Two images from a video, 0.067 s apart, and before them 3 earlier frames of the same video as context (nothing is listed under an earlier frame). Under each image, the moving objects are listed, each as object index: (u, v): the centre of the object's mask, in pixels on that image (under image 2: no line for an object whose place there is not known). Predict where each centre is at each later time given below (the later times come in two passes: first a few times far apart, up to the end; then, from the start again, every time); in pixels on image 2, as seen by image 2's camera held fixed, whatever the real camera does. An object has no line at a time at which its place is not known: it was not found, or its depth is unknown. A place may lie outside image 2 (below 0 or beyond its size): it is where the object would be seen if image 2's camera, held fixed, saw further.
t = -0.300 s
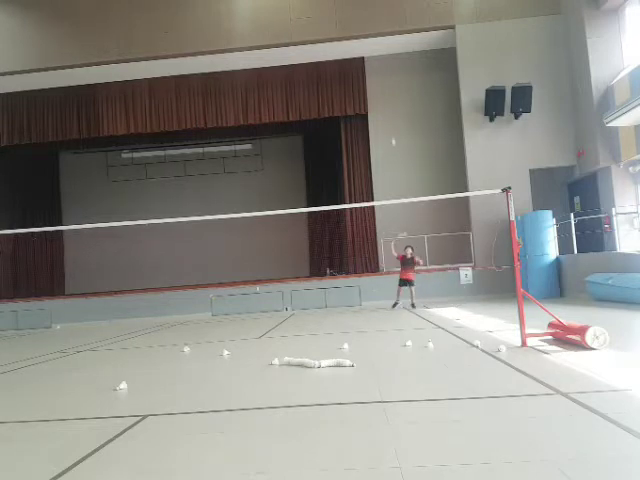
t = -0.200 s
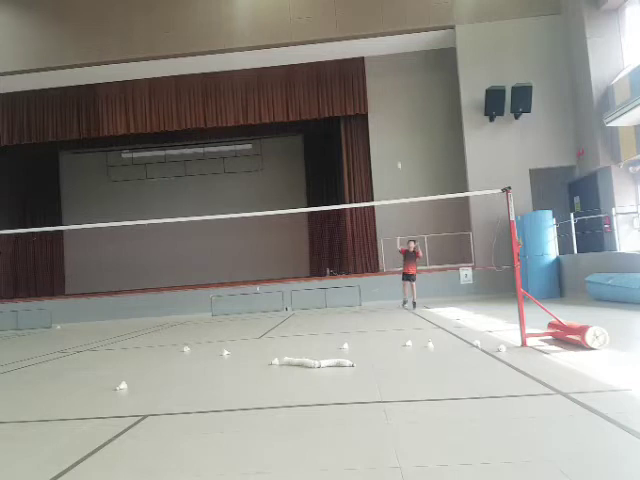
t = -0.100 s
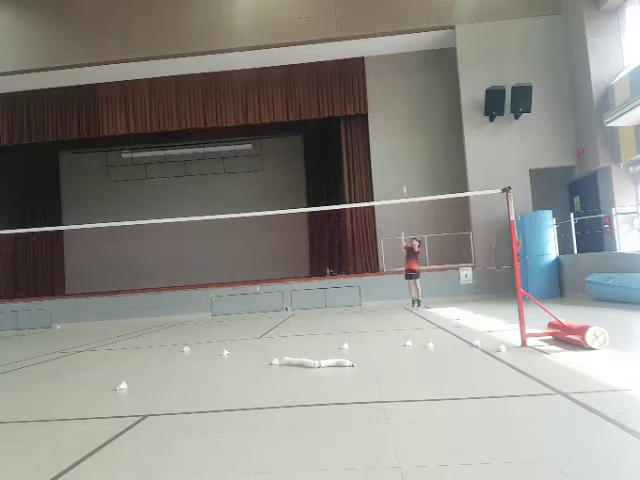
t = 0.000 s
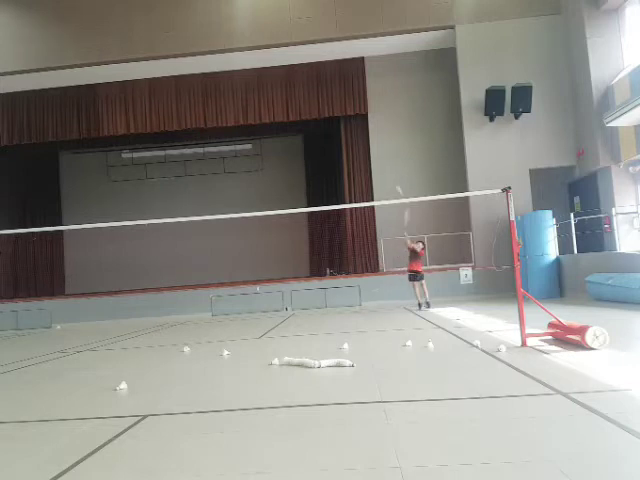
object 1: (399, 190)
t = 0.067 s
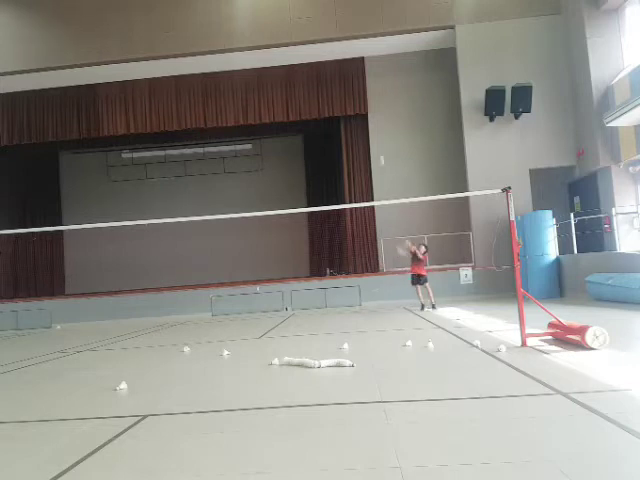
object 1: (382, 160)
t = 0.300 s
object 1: (335, 80)
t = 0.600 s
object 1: (275, 26)
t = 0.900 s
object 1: (210, 48)
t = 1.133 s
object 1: (158, 139)
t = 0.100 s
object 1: (375, 147)
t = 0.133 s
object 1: (367, 135)
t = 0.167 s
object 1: (361, 122)
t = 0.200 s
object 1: (355, 110)
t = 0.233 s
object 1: (348, 99)
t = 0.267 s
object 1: (341, 89)
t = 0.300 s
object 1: (335, 80)
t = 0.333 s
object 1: (328, 71)
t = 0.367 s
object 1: (323, 63)
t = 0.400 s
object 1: (316, 56)
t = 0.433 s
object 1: (309, 48)
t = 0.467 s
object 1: (302, 42)
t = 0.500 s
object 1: (295, 37)
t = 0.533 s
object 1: (288, 32)
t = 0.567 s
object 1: (282, 29)
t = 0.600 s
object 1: (275, 26)
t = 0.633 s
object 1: (268, 25)
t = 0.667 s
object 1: (261, 24)
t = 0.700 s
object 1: (254, 24)
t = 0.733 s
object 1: (247, 25)
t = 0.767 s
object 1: (240, 27)
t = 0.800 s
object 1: (232, 30)
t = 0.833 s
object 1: (225, 35)
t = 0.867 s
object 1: (218, 41)
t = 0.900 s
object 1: (210, 48)
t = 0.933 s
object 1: (202, 57)
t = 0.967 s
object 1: (195, 66)
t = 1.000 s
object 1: (187, 78)
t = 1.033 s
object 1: (180, 91)
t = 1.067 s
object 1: (173, 105)
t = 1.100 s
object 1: (165, 122)
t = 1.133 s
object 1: (158, 139)
